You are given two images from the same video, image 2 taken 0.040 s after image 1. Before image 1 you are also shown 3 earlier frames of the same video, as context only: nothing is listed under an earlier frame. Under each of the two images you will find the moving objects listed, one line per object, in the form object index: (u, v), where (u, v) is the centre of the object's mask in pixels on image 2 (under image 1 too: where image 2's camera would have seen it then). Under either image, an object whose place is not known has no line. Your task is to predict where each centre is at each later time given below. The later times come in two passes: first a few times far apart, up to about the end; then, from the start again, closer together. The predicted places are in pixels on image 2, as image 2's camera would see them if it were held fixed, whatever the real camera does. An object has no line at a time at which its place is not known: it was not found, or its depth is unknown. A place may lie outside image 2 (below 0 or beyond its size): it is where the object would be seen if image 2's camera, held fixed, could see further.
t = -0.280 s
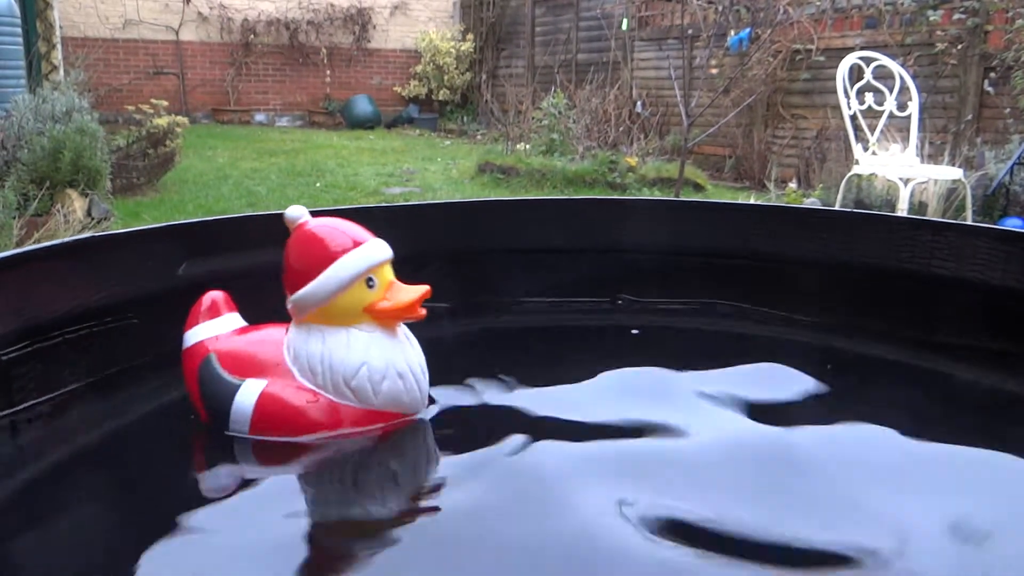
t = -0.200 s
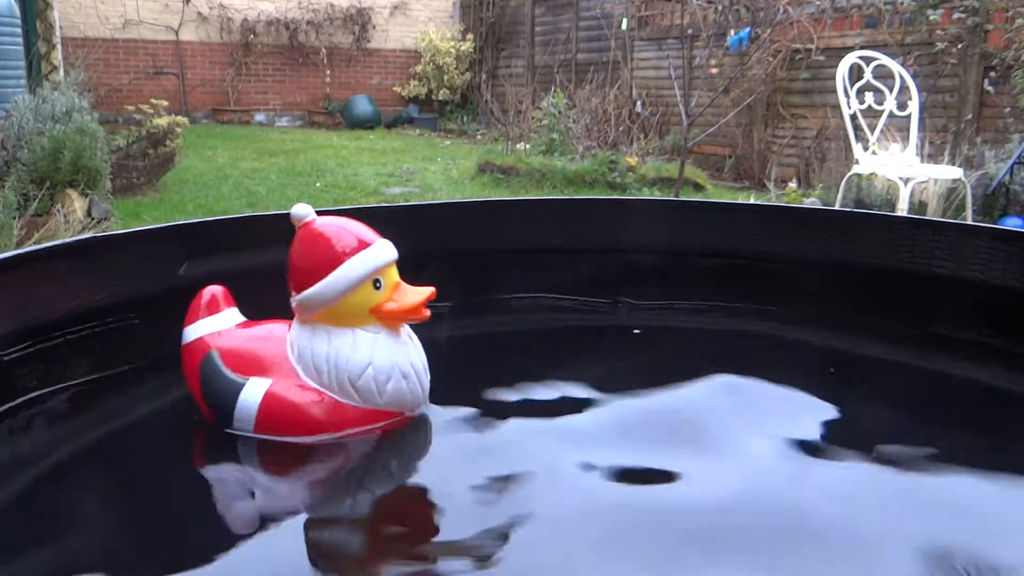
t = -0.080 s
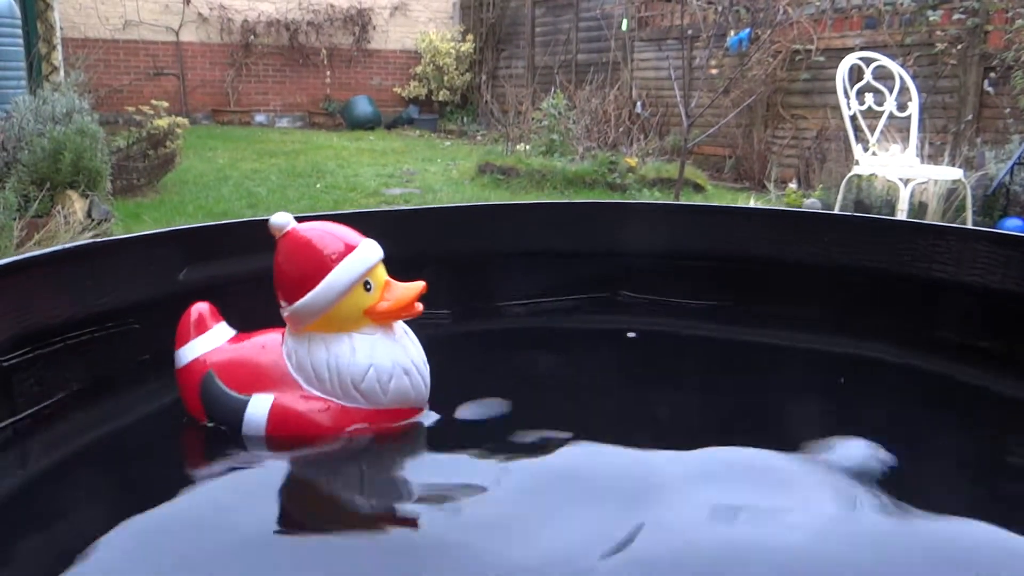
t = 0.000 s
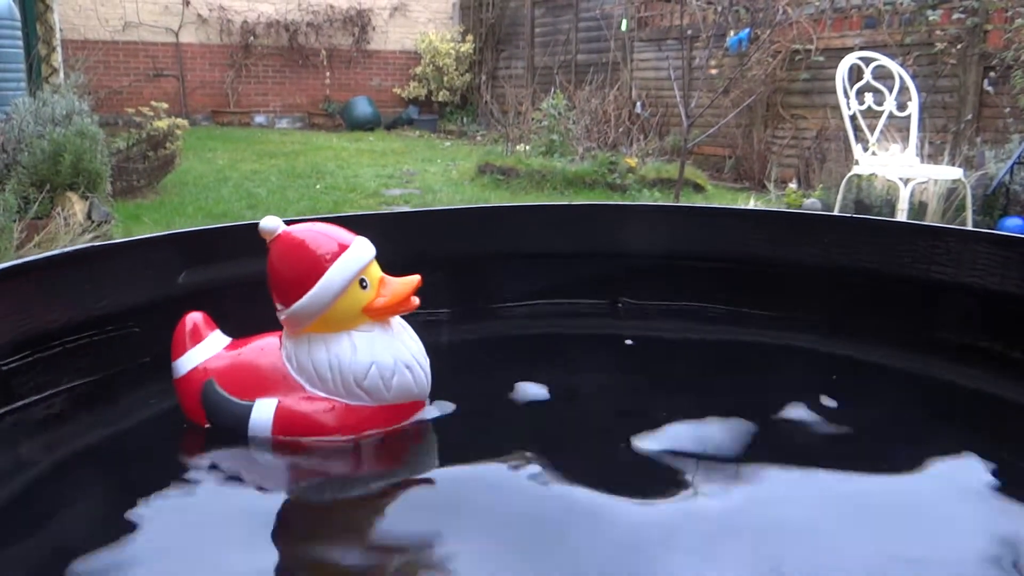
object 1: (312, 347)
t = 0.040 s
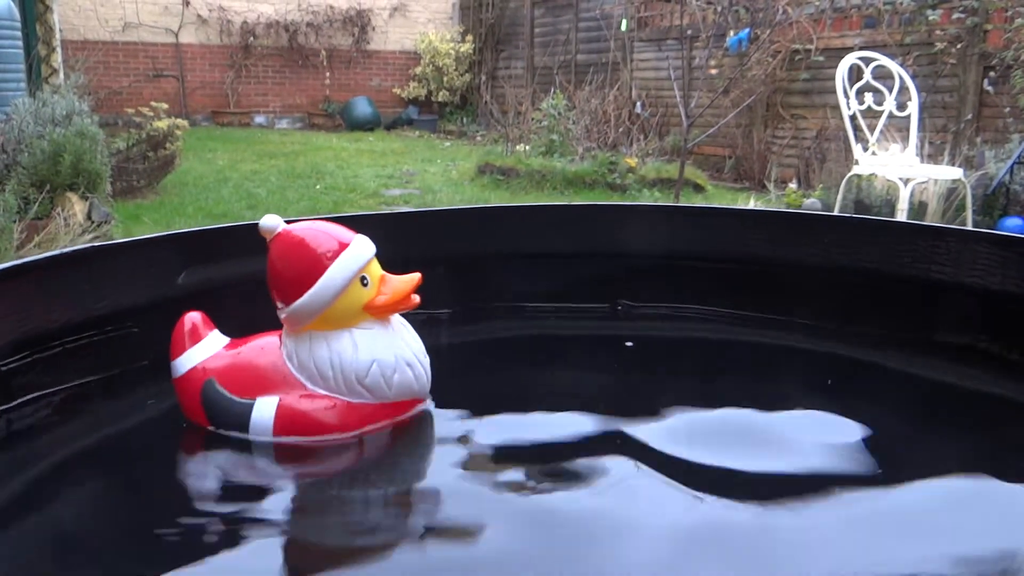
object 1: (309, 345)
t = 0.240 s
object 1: (312, 342)
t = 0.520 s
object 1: (320, 346)
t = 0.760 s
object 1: (316, 343)
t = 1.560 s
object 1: (320, 332)
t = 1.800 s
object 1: (316, 338)
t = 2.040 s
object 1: (320, 333)
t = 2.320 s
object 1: (330, 331)
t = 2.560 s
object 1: (328, 337)
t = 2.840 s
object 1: (335, 334)
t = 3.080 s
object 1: (340, 336)
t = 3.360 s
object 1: (335, 333)
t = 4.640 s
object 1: (326, 328)
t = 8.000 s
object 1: (271, 329)
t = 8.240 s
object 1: (271, 329)
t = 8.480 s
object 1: (262, 326)
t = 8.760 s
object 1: (262, 327)
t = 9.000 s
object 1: (264, 328)
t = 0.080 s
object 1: (309, 344)
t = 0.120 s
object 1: (308, 342)
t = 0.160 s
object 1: (308, 343)
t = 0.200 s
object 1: (310, 342)
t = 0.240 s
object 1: (312, 342)
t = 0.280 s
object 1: (313, 341)
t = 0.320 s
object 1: (312, 341)
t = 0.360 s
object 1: (313, 343)
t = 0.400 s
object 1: (314, 344)
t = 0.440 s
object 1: (317, 345)
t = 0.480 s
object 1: (318, 344)
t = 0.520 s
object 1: (320, 346)
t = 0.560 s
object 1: (322, 345)
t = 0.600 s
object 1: (323, 346)
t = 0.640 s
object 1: (320, 347)
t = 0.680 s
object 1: (319, 345)
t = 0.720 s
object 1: (318, 344)
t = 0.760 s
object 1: (316, 343)
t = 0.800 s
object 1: (314, 342)
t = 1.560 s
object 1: (320, 332)
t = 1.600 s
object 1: (318, 330)
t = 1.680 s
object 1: (316, 335)
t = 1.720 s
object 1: (315, 338)
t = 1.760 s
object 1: (316, 339)
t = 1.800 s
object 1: (316, 338)
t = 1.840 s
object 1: (315, 334)
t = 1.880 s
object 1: (315, 330)
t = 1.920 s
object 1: (315, 326)
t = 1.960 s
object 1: (316, 325)
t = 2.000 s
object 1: (318, 328)
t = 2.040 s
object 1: (320, 333)
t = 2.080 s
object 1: (322, 338)
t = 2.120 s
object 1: (324, 342)
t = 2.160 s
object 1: (325, 342)
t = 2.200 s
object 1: (327, 339)
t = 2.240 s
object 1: (327, 336)
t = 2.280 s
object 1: (329, 333)
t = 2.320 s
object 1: (330, 331)
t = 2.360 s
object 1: (331, 330)
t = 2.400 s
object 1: (331, 331)
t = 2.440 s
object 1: (331, 334)
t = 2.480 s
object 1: (330, 337)
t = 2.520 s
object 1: (329, 338)
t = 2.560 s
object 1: (328, 337)
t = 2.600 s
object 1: (327, 333)
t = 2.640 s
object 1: (328, 331)
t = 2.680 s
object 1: (329, 331)
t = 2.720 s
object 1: (330, 331)
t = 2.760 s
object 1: (332, 331)
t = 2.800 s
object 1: (333, 332)
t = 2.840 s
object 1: (335, 334)
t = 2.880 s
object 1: (336, 336)
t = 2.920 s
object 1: (337, 337)
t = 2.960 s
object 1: (337, 336)
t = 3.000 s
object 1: (338, 335)
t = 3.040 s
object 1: (338, 333)
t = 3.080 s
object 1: (340, 336)
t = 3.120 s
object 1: (340, 336)
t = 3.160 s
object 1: (341, 335)
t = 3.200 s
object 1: (341, 334)
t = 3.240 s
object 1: (342, 335)
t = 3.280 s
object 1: (341, 335)
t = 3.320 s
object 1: (339, 335)
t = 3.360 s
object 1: (335, 333)
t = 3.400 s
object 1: (333, 333)
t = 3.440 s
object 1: (331, 332)
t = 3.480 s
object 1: (328, 331)
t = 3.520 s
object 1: (328, 333)
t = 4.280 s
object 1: (331, 326)
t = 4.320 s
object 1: (336, 331)
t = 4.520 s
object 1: (325, 334)
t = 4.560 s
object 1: (327, 332)
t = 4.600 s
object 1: (327, 330)
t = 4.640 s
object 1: (326, 328)
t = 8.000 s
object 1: (271, 329)
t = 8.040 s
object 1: (272, 328)
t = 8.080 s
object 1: (273, 328)
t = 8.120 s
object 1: (274, 328)
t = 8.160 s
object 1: (274, 327)
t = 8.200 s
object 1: (272, 328)
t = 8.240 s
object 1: (271, 329)
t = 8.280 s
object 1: (268, 330)
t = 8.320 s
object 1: (265, 330)
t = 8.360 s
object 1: (264, 330)
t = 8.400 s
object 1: (263, 329)
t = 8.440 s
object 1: (262, 328)
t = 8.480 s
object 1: (262, 326)
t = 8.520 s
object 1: (263, 325)
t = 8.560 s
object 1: (263, 324)
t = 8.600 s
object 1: (262, 325)
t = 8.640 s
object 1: (260, 325)
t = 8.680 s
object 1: (260, 326)
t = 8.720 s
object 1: (260, 327)
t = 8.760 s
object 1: (262, 327)
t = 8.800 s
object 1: (263, 327)
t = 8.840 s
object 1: (264, 326)
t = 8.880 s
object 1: (264, 326)
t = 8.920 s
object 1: (265, 326)
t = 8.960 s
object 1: (265, 327)
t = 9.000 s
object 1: (264, 328)
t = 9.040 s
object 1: (263, 330)
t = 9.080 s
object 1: (261, 332)
